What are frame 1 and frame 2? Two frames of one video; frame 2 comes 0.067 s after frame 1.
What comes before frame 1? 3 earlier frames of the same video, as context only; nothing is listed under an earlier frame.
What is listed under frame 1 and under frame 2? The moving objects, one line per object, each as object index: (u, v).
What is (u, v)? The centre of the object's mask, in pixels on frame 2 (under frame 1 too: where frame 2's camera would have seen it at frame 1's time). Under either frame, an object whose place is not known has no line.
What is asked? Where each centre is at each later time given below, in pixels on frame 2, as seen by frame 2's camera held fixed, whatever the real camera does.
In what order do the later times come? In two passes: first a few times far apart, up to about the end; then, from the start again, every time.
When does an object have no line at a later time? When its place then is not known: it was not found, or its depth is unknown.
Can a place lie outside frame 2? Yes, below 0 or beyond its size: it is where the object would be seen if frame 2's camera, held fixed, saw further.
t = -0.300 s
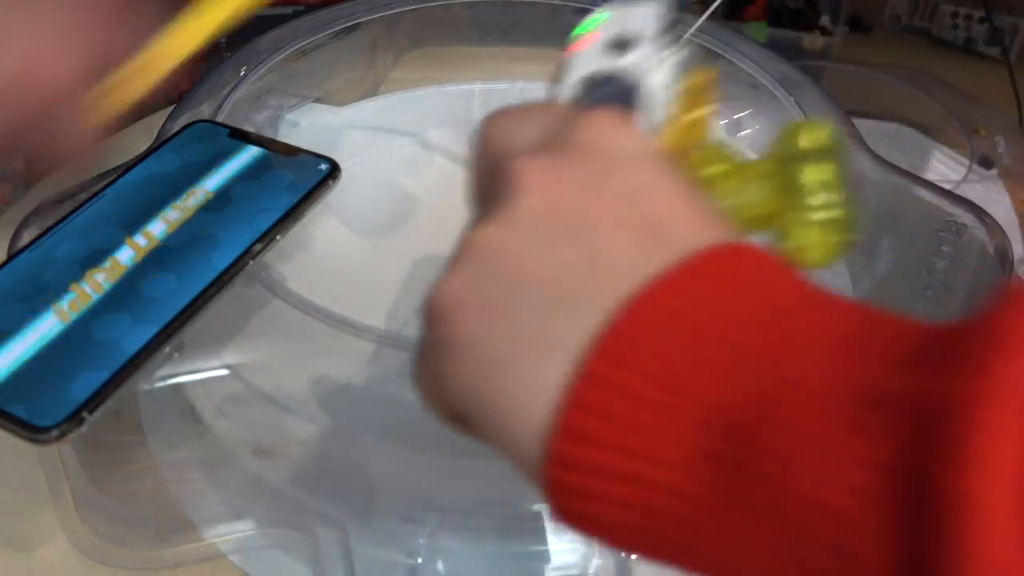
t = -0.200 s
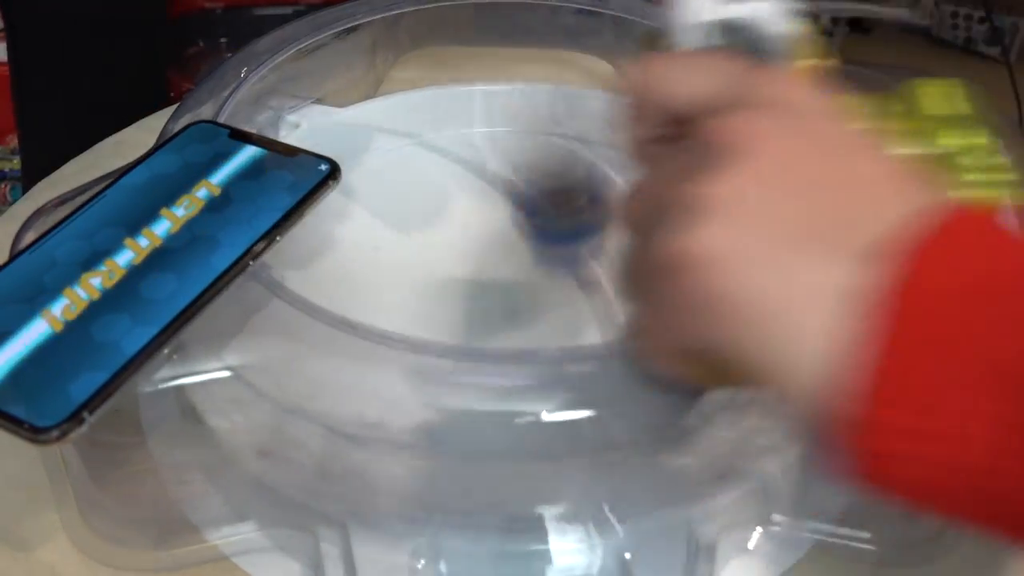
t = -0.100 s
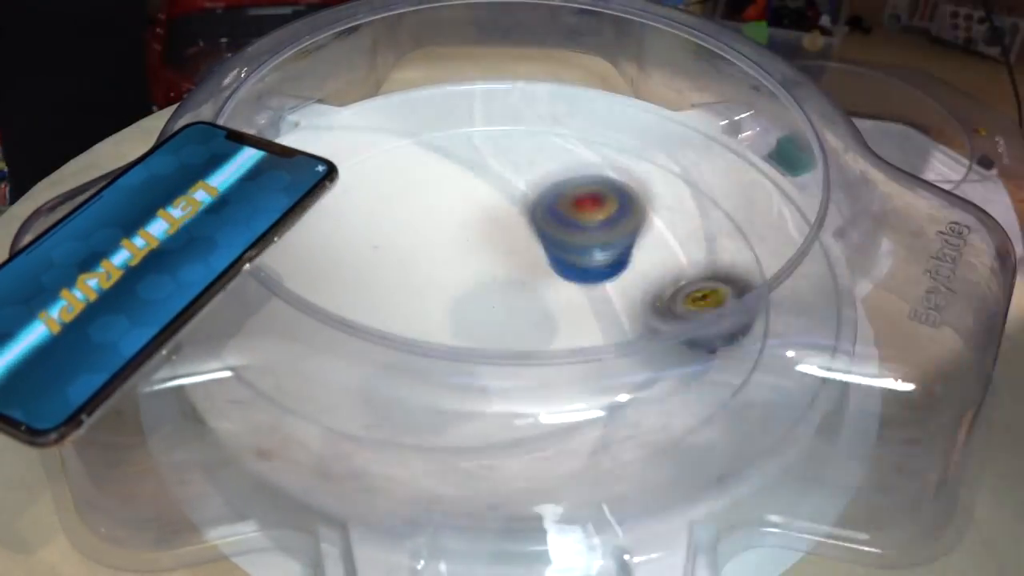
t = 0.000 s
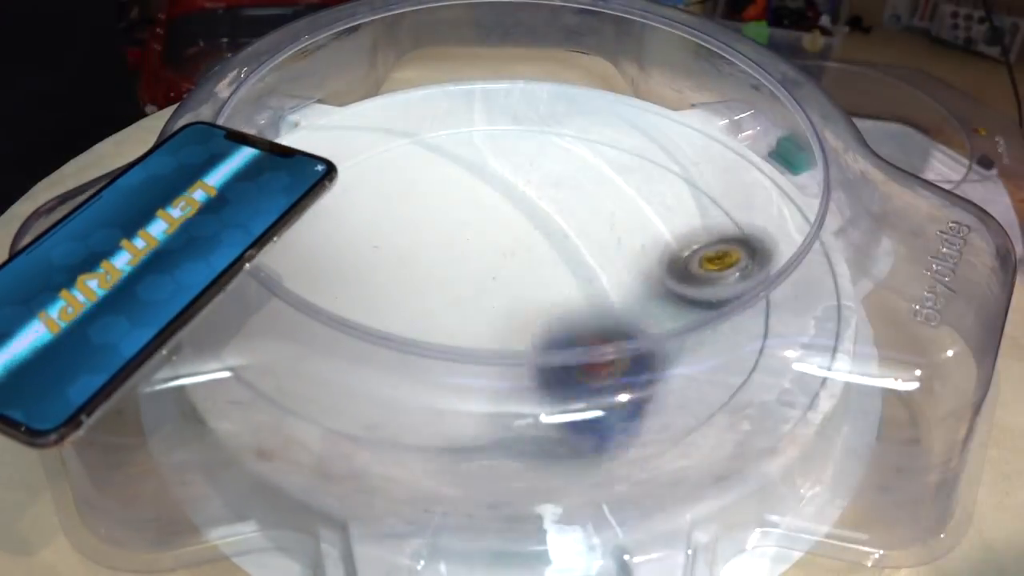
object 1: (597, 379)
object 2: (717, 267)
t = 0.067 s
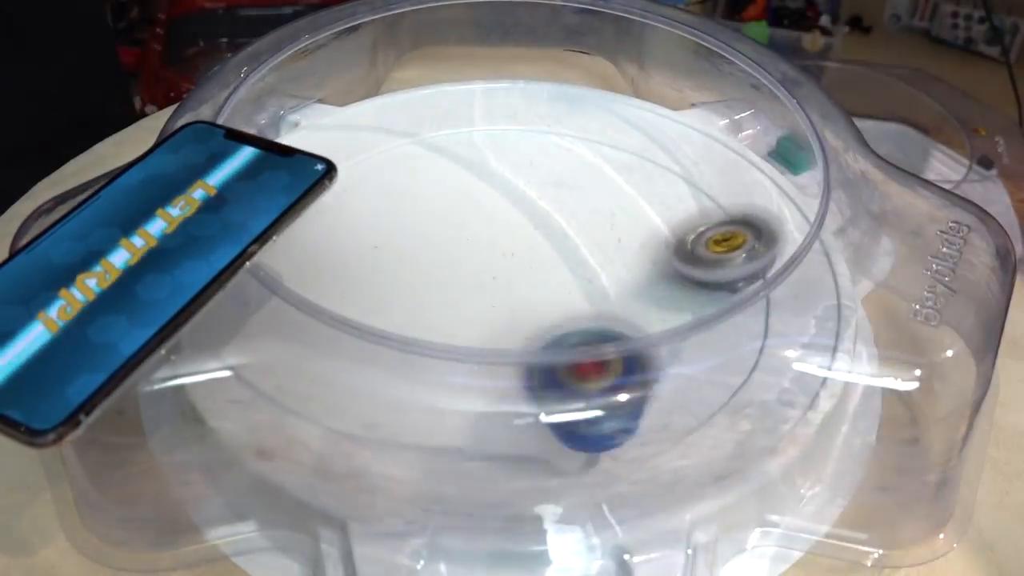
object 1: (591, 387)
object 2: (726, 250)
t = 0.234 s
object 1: (539, 387)
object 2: (732, 232)
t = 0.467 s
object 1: (498, 236)
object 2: (704, 248)
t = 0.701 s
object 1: (483, 172)
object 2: (572, 196)
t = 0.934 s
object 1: (386, 243)
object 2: (650, 144)
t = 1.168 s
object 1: (453, 383)
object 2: (623, 275)
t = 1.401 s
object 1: (698, 334)
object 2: (318, 241)
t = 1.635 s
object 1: (633, 143)
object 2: (380, 91)
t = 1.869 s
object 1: (606, 162)
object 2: (441, 98)
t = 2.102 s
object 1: (557, 312)
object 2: (459, 205)
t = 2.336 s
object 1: (459, 360)
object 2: (344, 282)
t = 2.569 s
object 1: (498, 262)
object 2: (291, 227)
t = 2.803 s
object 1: (579, 234)
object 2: (447, 224)
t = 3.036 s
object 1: (684, 240)
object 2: (492, 335)
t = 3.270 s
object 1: (593, 200)
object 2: (339, 356)
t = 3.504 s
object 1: (542, 230)
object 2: (263, 239)
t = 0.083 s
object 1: (588, 387)
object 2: (728, 247)
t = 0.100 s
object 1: (583, 394)
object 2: (729, 243)
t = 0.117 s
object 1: (577, 404)
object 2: (729, 238)
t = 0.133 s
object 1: (572, 418)
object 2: (729, 236)
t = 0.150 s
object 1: (567, 413)
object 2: (730, 233)
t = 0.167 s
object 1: (563, 409)
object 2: (731, 233)
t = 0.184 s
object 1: (557, 403)
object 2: (731, 231)
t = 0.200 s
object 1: (552, 402)
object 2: (731, 232)
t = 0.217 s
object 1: (546, 393)
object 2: (731, 231)
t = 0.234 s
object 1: (539, 387)
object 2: (732, 232)
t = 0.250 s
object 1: (534, 380)
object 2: (732, 231)
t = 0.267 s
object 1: (530, 367)
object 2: (732, 232)
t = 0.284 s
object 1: (527, 350)
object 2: (731, 231)
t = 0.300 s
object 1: (523, 344)
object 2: (731, 232)
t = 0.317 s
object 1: (518, 332)
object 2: (732, 234)
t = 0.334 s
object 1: (515, 315)
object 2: (730, 235)
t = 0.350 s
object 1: (512, 308)
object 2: (729, 236)
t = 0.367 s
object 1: (509, 301)
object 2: (730, 239)
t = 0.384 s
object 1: (507, 290)
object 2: (728, 241)
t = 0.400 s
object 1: (505, 278)
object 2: (726, 242)
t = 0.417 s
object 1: (502, 267)
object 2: (720, 244)
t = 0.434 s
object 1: (501, 257)
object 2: (715, 246)
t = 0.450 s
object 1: (499, 246)
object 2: (710, 247)
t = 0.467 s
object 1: (498, 236)
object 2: (704, 248)
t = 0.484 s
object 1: (497, 227)
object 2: (695, 249)
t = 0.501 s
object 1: (495, 218)
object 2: (686, 249)
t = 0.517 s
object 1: (494, 209)
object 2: (675, 246)
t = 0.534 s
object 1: (494, 201)
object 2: (666, 244)
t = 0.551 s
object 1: (493, 195)
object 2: (656, 242)
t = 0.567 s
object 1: (492, 189)
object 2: (646, 239)
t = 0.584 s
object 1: (490, 183)
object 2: (635, 235)
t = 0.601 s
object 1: (489, 180)
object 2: (625, 232)
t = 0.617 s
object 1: (488, 176)
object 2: (615, 230)
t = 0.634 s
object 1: (487, 173)
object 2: (605, 222)
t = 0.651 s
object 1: (486, 172)
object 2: (596, 216)
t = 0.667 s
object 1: (485, 171)
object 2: (586, 210)
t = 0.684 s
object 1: (484, 172)
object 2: (578, 203)
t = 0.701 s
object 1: (483, 172)
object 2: (572, 196)
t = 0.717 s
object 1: (476, 174)
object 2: (571, 189)
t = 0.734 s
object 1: (467, 174)
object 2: (575, 184)
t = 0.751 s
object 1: (458, 175)
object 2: (578, 178)
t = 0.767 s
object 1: (449, 179)
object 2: (581, 172)
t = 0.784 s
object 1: (441, 181)
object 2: (586, 166)
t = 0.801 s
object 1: (433, 186)
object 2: (591, 161)
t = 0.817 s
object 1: (425, 190)
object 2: (597, 158)
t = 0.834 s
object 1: (418, 196)
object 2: (603, 153)
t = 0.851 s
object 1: (411, 202)
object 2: (610, 149)
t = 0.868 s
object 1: (405, 209)
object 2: (617, 146)
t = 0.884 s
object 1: (399, 217)
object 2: (625, 142)
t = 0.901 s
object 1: (394, 225)
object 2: (632, 142)
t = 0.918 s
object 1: (389, 233)
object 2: (640, 142)
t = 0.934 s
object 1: (386, 243)
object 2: (650, 144)
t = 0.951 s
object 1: (382, 252)
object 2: (660, 144)
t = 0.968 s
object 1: (380, 262)
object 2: (666, 148)
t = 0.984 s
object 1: (379, 272)
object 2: (673, 154)
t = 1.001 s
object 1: (379, 281)
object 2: (680, 162)
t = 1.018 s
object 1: (380, 288)
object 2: (684, 169)
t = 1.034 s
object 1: (381, 303)
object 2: (689, 177)
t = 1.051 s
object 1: (384, 315)
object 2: (691, 191)
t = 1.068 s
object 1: (389, 326)
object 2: (688, 203)
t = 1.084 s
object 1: (396, 338)
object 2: (684, 216)
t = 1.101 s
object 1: (403, 349)
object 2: (678, 227)
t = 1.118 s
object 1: (412, 358)
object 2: (668, 237)
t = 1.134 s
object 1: (425, 368)
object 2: (657, 251)
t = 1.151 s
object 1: (437, 381)
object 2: (642, 262)
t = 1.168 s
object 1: (453, 383)
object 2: (623, 275)
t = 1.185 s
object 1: (470, 390)
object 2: (602, 285)
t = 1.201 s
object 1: (489, 404)
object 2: (578, 293)
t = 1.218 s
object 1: (508, 406)
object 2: (553, 298)
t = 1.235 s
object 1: (531, 409)
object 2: (529, 302)
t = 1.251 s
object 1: (553, 408)
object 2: (503, 303)
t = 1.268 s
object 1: (573, 407)
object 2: (477, 303)
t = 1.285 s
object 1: (595, 404)
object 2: (451, 300)
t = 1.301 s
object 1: (617, 400)
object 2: (426, 294)
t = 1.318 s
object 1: (635, 394)
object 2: (404, 287)
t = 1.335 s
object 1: (652, 387)
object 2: (383, 281)
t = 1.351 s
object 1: (670, 380)
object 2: (365, 273)
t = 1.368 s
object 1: (680, 362)
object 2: (347, 264)
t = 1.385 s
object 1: (691, 347)
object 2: (332, 252)
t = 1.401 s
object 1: (698, 334)
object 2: (318, 241)
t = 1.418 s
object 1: (703, 316)
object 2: (309, 226)
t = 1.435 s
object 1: (708, 302)
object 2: (302, 214)
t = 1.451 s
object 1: (708, 279)
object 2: (297, 197)
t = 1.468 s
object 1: (713, 270)
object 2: (295, 185)
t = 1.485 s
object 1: (713, 259)
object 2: (296, 170)
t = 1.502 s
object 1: (710, 246)
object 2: (304, 155)
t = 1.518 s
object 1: (706, 231)
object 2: (310, 145)
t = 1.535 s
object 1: (699, 217)
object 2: (318, 140)
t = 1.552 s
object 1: (691, 203)
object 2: (326, 130)
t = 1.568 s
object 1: (680, 190)
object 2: (334, 121)
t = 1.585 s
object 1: (670, 177)
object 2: (342, 111)
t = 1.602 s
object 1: (659, 166)
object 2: (352, 101)
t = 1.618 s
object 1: (647, 154)
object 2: (366, 94)
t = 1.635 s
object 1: (633, 143)
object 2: (380, 91)
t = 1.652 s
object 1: (617, 133)
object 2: (395, 88)
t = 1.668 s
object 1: (601, 125)
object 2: (411, 84)
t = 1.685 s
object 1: (585, 116)
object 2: (427, 83)
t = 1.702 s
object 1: (569, 109)
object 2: (443, 82)
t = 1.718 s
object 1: (554, 102)
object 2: (458, 81)
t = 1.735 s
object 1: (558, 103)
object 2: (455, 75)
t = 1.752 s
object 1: (567, 106)
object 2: (448, 68)
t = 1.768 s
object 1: (575, 112)
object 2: (443, 65)
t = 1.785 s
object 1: (582, 118)
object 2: (440, 67)
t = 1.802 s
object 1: (588, 125)
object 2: (441, 71)
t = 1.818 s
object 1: (594, 133)
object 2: (441, 81)
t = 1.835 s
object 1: (599, 142)
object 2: (441, 85)
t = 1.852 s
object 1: (603, 152)
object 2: (441, 92)
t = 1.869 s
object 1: (606, 162)
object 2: (441, 98)
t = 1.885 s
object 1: (609, 174)
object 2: (442, 105)
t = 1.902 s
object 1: (610, 185)
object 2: (442, 112)
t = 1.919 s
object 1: (610, 196)
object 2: (444, 121)
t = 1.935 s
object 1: (610, 210)
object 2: (446, 129)
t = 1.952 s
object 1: (610, 222)
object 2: (448, 135)
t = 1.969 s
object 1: (606, 235)
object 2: (452, 143)
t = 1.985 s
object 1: (603, 247)
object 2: (455, 150)
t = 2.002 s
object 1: (599, 259)
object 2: (458, 158)
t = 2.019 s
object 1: (595, 271)
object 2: (460, 165)
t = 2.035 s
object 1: (588, 283)
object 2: (462, 173)
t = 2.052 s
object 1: (581, 293)
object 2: (463, 181)
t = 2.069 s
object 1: (574, 301)
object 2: (463, 189)
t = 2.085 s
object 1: (566, 307)
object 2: (461, 197)
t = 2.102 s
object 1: (557, 312)
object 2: (459, 205)
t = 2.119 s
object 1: (548, 327)
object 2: (455, 216)
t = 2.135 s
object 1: (539, 335)
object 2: (451, 222)
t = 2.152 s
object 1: (530, 342)
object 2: (447, 231)
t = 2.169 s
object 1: (522, 349)
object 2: (441, 239)
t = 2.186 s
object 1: (514, 350)
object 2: (434, 247)
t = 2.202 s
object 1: (506, 365)
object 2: (425, 254)
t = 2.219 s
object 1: (495, 365)
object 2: (418, 260)
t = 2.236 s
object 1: (490, 366)
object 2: (408, 266)
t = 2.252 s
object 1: (483, 366)
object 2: (398, 271)
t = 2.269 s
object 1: (476, 366)
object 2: (388, 276)
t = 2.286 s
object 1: (471, 364)
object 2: (377, 279)
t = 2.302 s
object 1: (466, 362)
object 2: (366, 281)
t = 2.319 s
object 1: (463, 361)
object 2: (354, 283)
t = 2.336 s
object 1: (459, 360)
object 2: (344, 282)
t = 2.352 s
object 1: (459, 346)
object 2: (334, 282)
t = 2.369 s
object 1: (459, 342)
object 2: (323, 280)
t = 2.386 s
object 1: (459, 336)
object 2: (313, 278)
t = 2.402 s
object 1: (459, 329)
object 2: (303, 275)
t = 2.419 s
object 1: (461, 312)
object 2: (296, 271)
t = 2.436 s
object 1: (462, 309)
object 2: (288, 267)
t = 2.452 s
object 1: (465, 306)
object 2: (280, 263)
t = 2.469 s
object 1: (468, 301)
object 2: (275, 259)
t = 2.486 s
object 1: (471, 297)
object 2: (272, 253)
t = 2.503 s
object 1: (476, 290)
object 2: (269, 247)
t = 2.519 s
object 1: (481, 282)
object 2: (270, 242)
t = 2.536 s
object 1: (486, 275)
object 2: (277, 237)
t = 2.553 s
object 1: (492, 268)
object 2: (285, 232)
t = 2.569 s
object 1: (498, 262)
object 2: (291, 227)
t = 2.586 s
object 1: (504, 256)
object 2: (299, 222)
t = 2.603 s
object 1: (511, 250)
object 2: (308, 216)
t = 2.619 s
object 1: (516, 245)
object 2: (318, 211)
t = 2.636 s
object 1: (521, 241)
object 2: (329, 208)
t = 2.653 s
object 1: (526, 238)
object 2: (341, 205)
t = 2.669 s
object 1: (530, 235)
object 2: (355, 204)
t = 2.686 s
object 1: (533, 232)
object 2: (370, 205)
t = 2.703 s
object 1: (535, 228)
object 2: (385, 207)
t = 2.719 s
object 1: (536, 227)
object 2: (401, 210)
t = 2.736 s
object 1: (537, 226)
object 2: (417, 215)
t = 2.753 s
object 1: (536, 225)
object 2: (433, 219)
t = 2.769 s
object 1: (549, 225)
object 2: (440, 220)
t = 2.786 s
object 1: (564, 231)
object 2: (442, 221)
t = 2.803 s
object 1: (579, 234)
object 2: (447, 224)
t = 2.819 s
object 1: (593, 237)
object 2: (451, 226)
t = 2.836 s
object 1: (605, 239)
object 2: (457, 232)
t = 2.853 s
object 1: (617, 241)
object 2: (462, 237)
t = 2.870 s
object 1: (629, 243)
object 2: (468, 243)
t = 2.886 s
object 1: (638, 244)
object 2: (474, 250)
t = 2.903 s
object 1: (647, 245)
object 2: (479, 258)
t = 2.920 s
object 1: (656, 245)
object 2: (484, 267)
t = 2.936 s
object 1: (663, 246)
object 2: (489, 277)
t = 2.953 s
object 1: (670, 245)
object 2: (492, 287)
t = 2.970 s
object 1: (675, 245)
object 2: (495, 297)
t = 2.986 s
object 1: (679, 244)
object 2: (496, 306)
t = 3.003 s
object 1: (681, 243)
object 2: (495, 313)
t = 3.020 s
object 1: (683, 241)
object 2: (494, 318)
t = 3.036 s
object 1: (684, 240)
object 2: (492, 335)
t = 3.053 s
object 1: (683, 238)
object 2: (488, 345)
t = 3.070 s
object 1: (680, 236)
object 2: (484, 350)
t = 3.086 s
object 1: (678, 233)
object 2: (474, 365)
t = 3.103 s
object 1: (674, 230)
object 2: (465, 373)
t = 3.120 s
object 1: (670, 227)
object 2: (452, 387)
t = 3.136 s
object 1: (664, 224)
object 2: (442, 389)
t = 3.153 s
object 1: (657, 221)
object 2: (429, 389)
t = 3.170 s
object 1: (650, 218)
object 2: (415, 388)
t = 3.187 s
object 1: (642, 213)
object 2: (400, 385)
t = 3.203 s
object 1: (634, 210)
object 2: (386, 382)
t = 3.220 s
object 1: (625, 206)
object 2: (372, 377)
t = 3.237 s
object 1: (616, 203)
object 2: (361, 374)
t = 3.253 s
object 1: (603, 201)
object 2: (348, 368)
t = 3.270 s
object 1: (593, 200)
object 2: (339, 356)
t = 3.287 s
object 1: (578, 200)
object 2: (331, 348)
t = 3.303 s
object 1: (567, 199)
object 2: (324, 339)
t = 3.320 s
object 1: (553, 200)
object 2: (320, 329)
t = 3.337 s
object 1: (540, 202)
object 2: (316, 320)
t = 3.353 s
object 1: (525, 204)
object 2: (318, 307)
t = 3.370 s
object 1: (511, 207)
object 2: (322, 296)
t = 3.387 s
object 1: (496, 212)
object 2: (328, 286)
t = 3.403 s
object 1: (482, 217)
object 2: (333, 277)
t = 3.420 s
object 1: (468, 223)
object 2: (344, 268)
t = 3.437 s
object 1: (456, 229)
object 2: (349, 262)
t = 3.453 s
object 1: (476, 230)
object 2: (326, 256)
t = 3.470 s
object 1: (498, 227)
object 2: (303, 250)
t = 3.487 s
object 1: (520, 230)
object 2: (282, 244)
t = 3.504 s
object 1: (542, 230)
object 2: (263, 239)
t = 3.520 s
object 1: (561, 231)
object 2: (271, 229)
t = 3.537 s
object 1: (580, 232)
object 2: (282, 224)
